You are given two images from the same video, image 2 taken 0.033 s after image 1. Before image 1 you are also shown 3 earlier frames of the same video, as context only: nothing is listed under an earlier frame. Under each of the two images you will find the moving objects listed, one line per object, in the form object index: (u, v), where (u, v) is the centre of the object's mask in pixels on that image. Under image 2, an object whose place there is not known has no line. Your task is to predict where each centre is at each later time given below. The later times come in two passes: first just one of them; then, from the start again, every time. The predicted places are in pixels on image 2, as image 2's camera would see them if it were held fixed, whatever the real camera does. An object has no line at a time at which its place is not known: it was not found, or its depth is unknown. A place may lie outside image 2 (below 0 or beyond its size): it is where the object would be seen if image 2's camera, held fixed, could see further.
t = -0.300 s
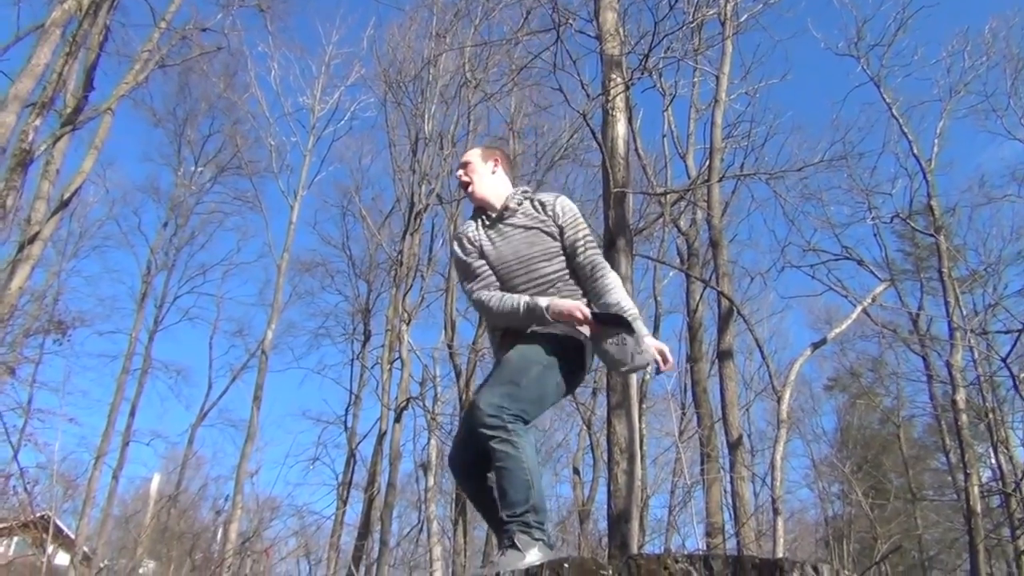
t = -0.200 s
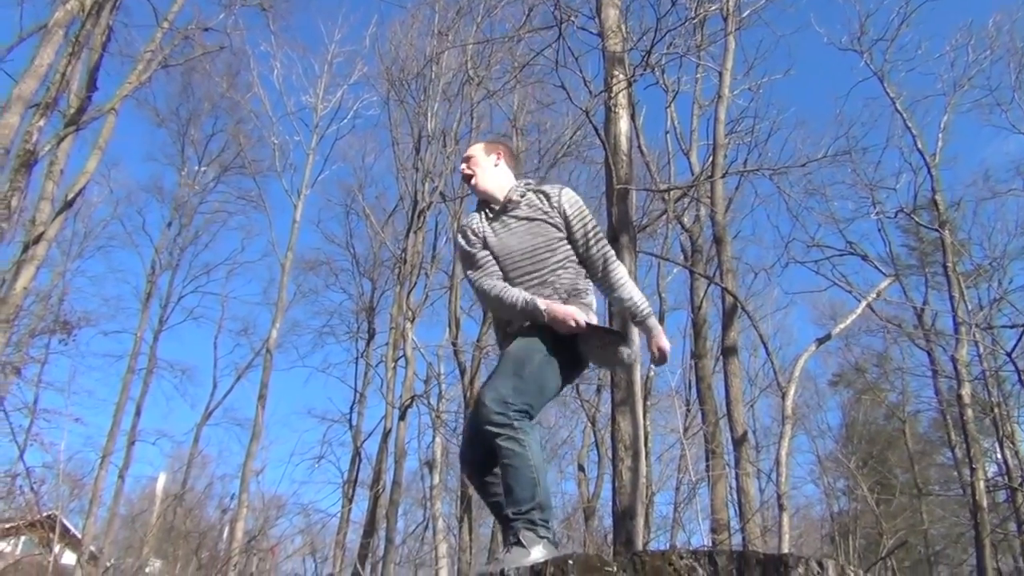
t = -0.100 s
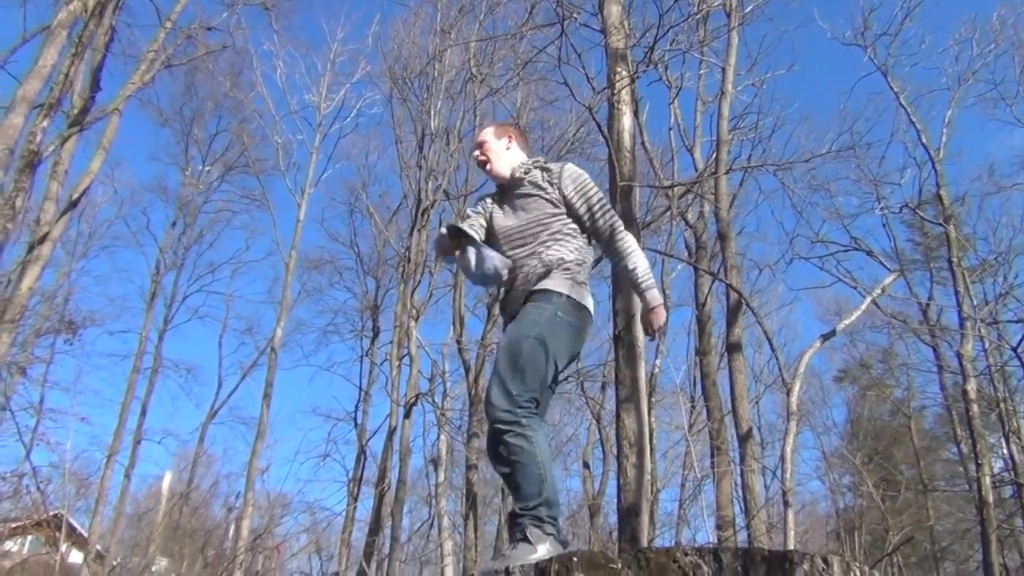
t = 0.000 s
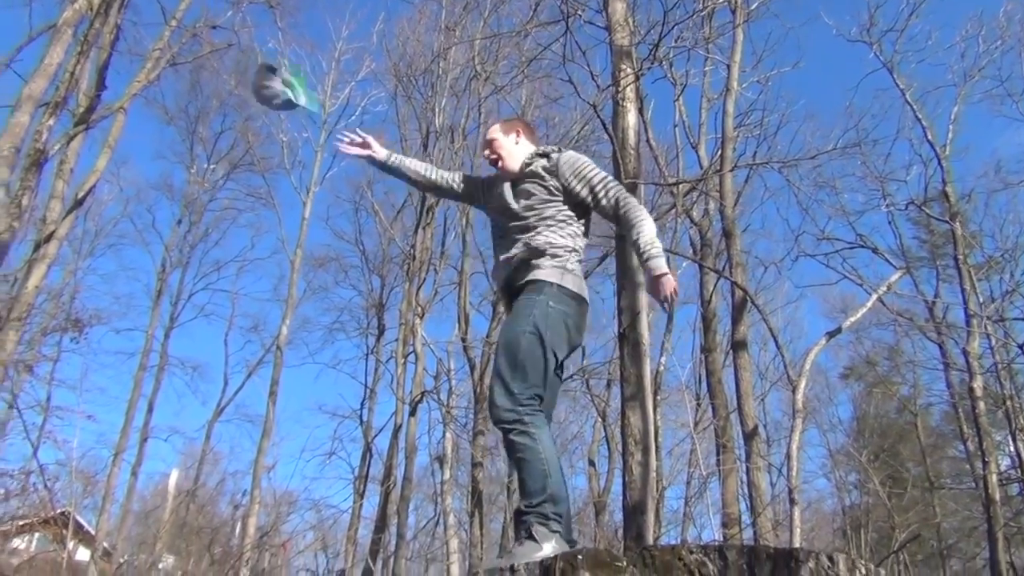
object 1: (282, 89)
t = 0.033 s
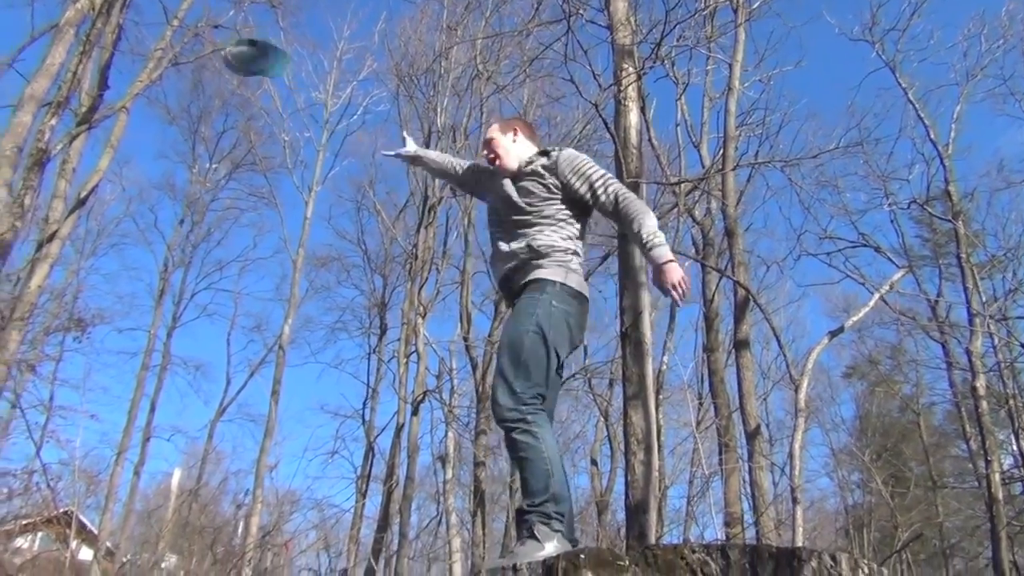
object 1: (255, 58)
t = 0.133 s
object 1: (190, 11)
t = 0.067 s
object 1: (224, 32)
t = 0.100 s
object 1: (210, 20)
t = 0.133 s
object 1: (190, 11)
